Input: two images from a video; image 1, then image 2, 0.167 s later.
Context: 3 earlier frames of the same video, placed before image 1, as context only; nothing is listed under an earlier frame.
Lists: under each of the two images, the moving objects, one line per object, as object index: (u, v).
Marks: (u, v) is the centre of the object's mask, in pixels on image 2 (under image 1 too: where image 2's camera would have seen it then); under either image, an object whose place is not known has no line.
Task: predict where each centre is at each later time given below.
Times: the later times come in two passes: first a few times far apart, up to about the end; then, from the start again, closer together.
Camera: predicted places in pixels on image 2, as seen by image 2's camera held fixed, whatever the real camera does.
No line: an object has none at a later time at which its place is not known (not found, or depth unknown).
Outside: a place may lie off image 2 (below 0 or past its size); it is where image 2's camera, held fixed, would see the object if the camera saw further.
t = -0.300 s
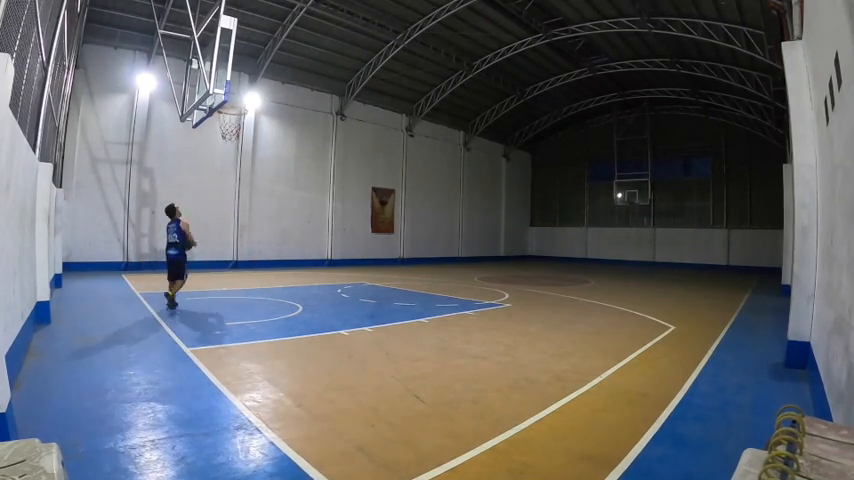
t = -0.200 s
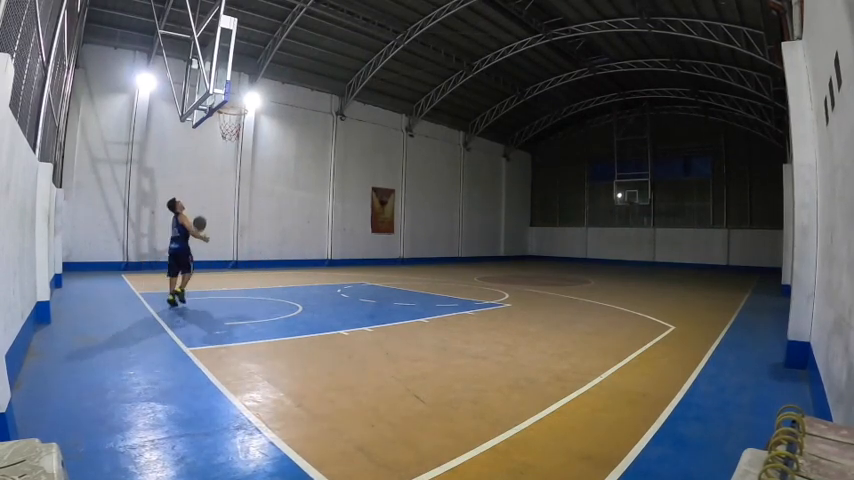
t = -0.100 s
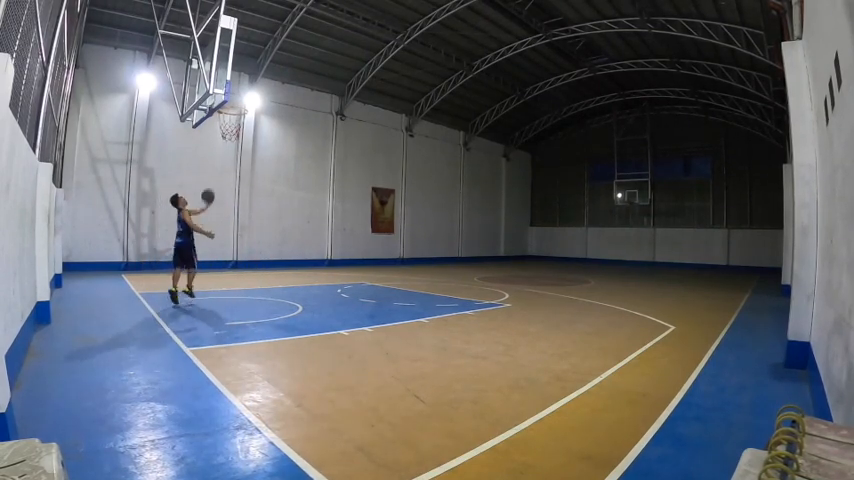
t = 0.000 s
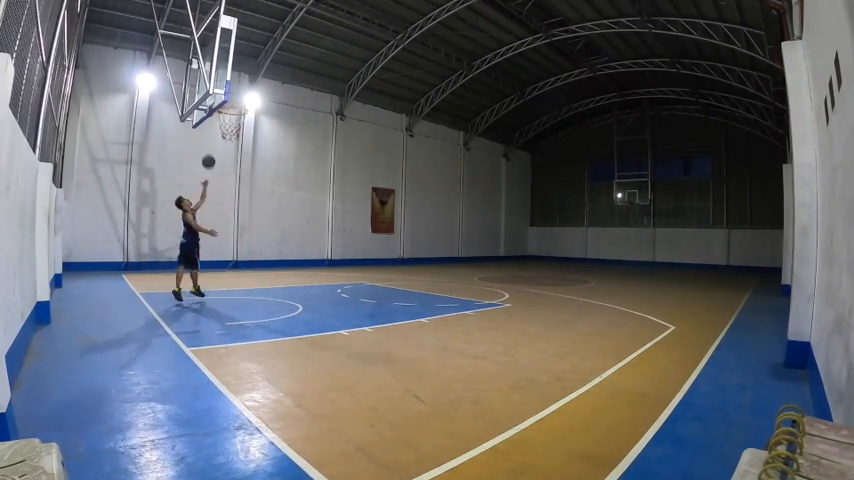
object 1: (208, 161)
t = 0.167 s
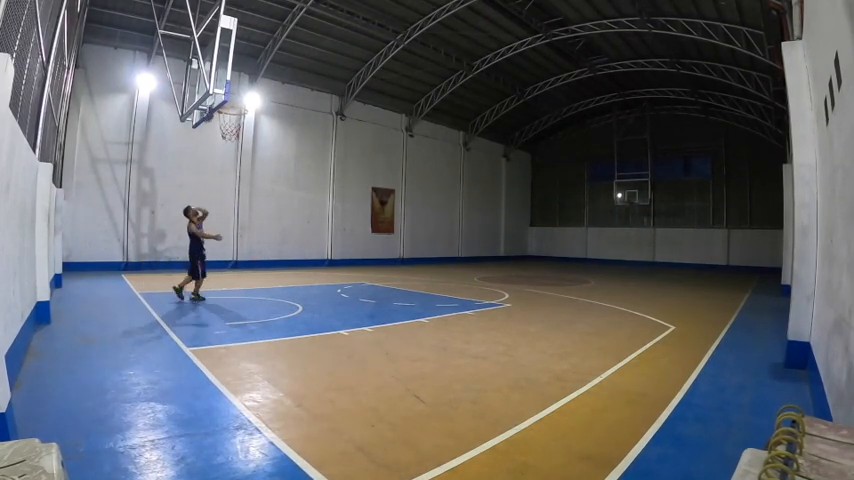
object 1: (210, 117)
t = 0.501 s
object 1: (231, 97)
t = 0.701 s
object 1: (233, 110)
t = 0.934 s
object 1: (234, 122)
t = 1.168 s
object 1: (231, 153)
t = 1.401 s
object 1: (227, 223)
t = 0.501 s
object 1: (231, 97)
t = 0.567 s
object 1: (232, 98)
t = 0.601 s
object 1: (231, 109)
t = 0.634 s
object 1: (232, 111)
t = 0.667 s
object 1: (232, 110)
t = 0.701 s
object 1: (233, 110)
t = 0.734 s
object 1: (233, 110)
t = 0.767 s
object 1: (233, 111)
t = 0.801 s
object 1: (233, 111)
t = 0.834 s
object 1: (234, 113)
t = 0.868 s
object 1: (234, 115)
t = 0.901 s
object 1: (234, 118)
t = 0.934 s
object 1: (234, 122)
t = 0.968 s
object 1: (233, 125)
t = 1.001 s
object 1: (232, 128)
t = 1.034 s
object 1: (232, 132)
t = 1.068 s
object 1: (232, 136)
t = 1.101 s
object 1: (231, 142)
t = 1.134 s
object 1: (231, 147)
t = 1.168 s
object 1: (231, 153)
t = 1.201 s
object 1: (230, 161)
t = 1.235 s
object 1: (229, 169)
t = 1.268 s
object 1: (229, 179)
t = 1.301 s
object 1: (229, 188)
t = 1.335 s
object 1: (228, 199)
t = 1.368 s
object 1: (227, 210)
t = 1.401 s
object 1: (227, 223)
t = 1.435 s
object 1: (227, 236)
